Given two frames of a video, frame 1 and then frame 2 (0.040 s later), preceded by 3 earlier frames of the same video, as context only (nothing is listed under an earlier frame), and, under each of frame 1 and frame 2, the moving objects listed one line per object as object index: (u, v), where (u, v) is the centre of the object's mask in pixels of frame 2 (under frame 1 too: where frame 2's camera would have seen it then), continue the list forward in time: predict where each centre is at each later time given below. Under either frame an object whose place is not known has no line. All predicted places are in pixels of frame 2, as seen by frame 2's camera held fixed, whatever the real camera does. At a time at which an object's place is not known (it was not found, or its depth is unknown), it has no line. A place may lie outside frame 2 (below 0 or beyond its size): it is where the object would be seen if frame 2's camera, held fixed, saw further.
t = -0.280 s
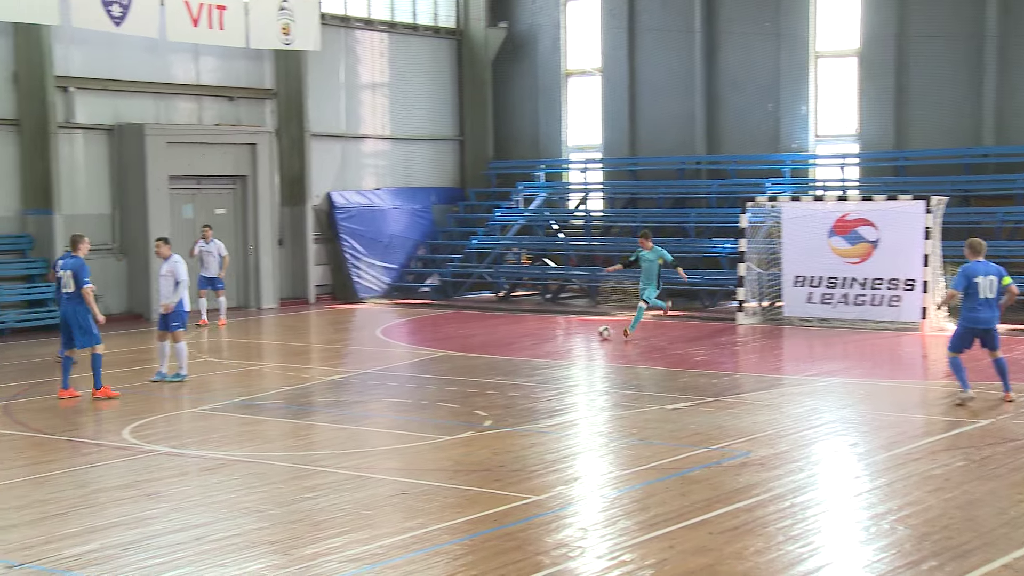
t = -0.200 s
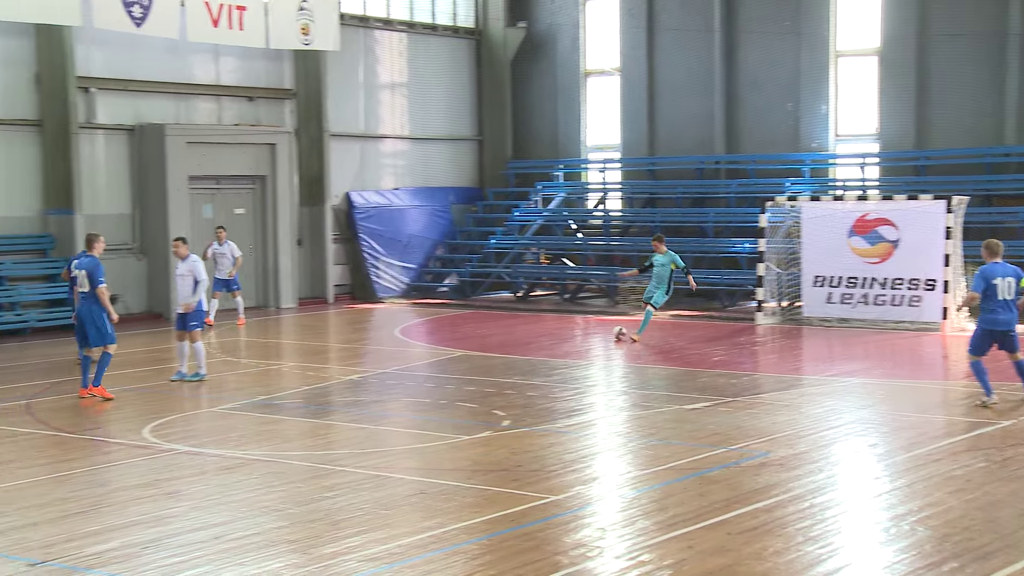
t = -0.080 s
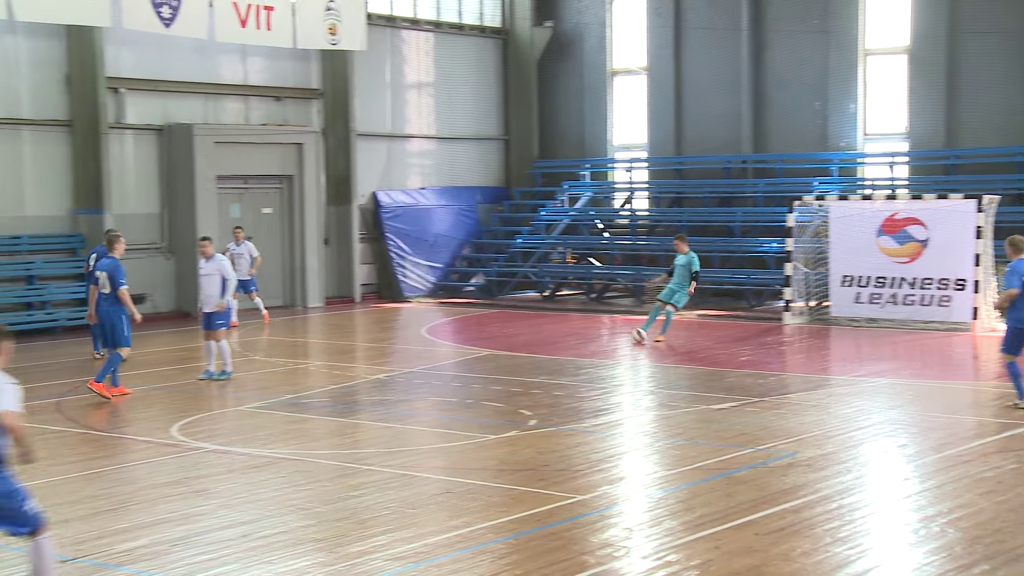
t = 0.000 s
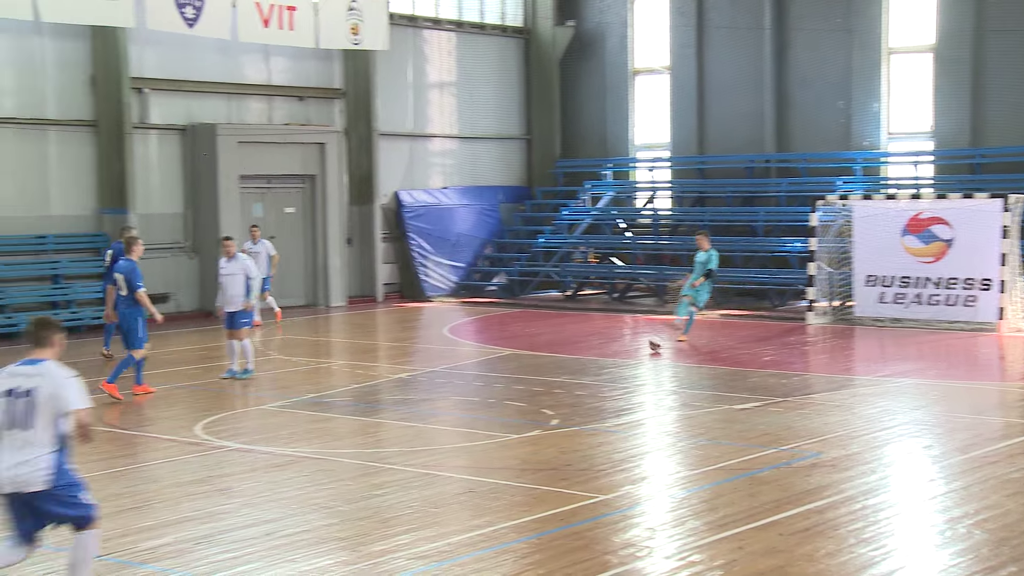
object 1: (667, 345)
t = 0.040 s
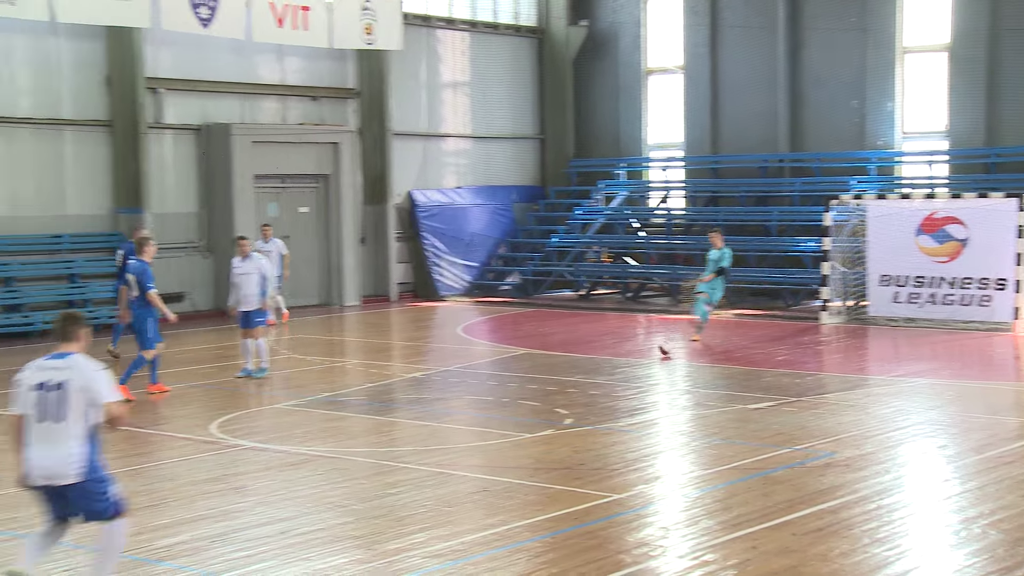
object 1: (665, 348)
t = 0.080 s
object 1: (661, 352)
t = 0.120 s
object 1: (658, 357)
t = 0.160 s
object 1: (654, 363)
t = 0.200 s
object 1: (650, 366)
